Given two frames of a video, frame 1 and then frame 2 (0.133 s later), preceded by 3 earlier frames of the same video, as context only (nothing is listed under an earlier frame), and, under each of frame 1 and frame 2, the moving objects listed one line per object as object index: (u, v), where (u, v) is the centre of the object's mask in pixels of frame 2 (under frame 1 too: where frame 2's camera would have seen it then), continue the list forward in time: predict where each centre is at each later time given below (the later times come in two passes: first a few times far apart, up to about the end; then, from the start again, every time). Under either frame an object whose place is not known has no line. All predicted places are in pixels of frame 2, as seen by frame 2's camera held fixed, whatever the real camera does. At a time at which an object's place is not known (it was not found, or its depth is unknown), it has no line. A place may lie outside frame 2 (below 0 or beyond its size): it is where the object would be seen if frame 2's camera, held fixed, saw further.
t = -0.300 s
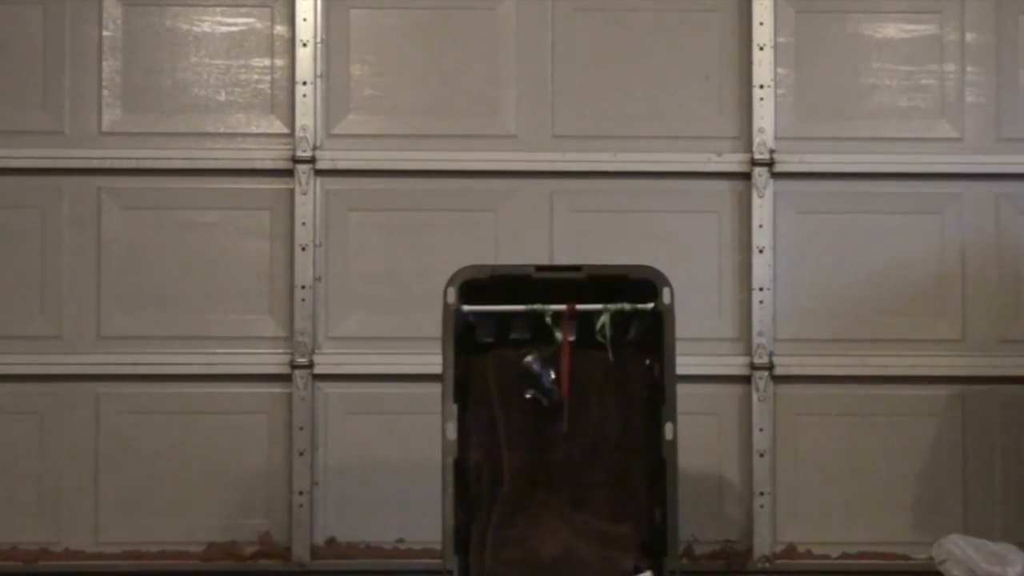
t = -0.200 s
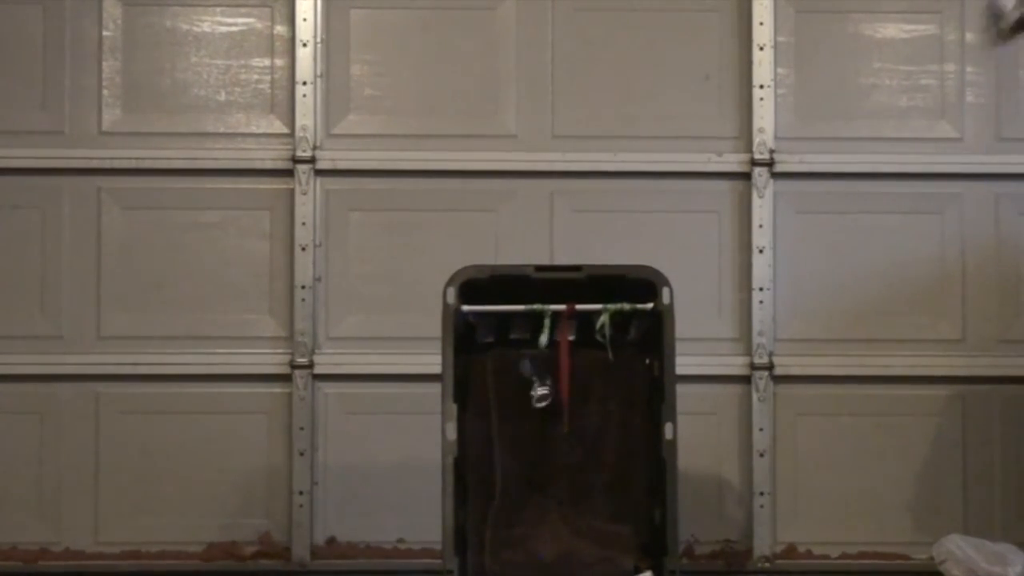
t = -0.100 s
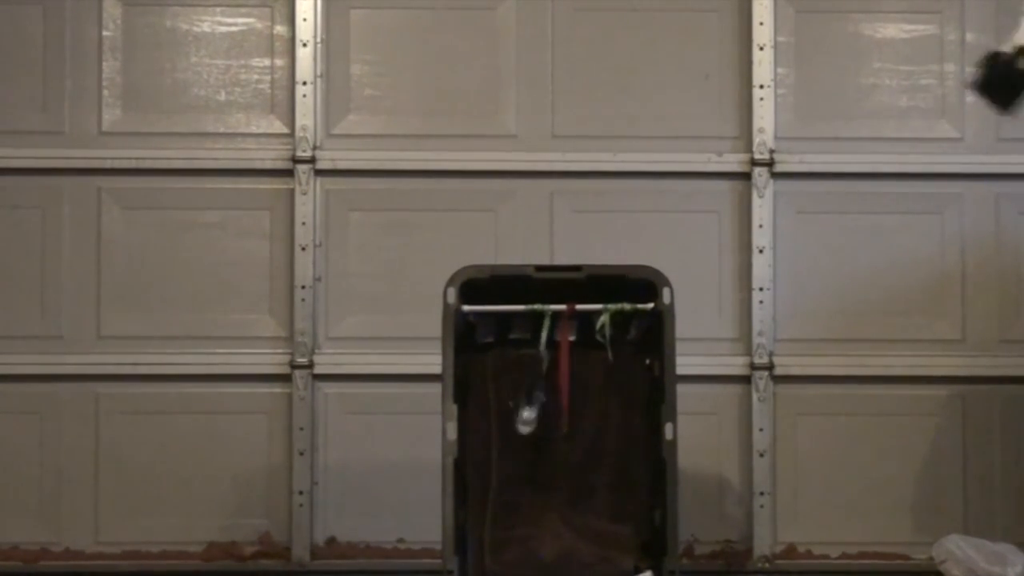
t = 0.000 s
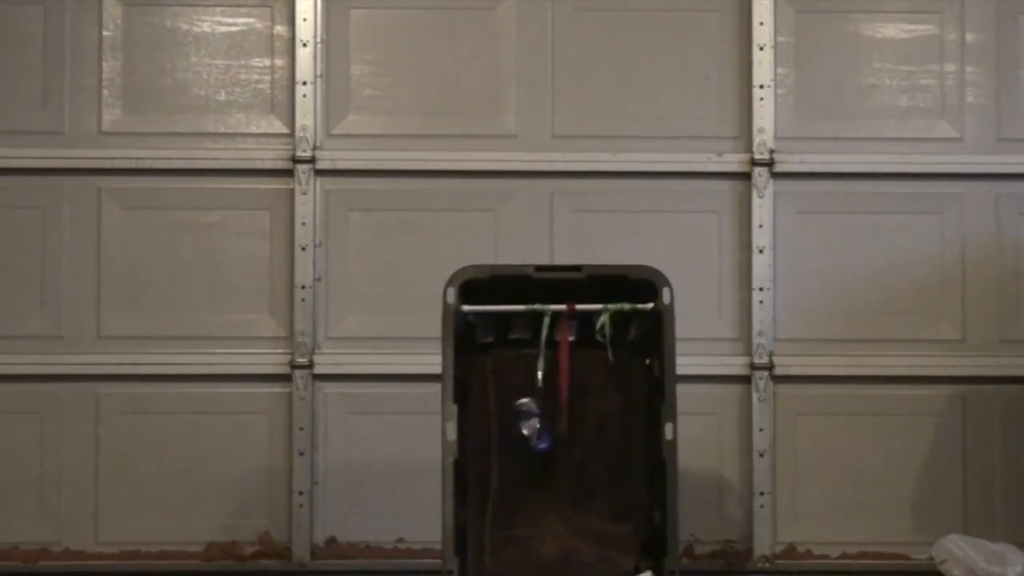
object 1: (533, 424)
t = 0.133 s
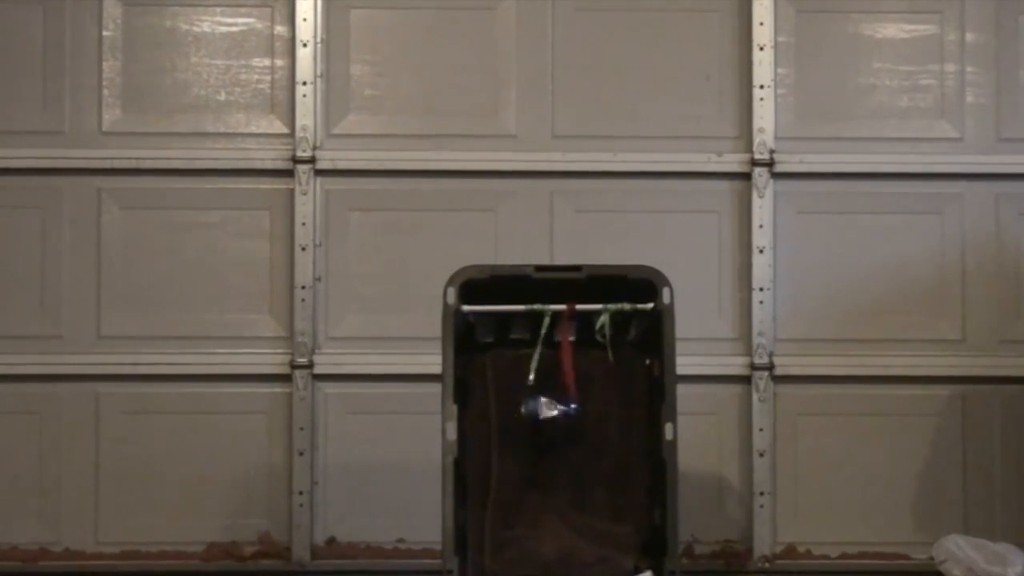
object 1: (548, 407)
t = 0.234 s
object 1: (565, 421)
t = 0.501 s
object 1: (554, 427)
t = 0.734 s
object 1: (547, 426)
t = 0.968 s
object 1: (555, 428)
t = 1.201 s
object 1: (549, 430)
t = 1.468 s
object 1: (541, 431)
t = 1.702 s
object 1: (548, 431)
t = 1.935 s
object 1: (559, 431)
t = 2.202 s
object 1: (544, 432)
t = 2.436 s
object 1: (538, 431)
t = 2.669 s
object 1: (550, 430)
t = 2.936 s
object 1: (552, 431)
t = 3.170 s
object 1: (541, 433)
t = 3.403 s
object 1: (542, 432)
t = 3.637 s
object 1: (550, 431)
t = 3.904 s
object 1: (547, 432)
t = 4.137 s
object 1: (543, 432)
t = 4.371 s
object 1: (546, 432)
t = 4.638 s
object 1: (549, 432)
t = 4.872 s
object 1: (545, 433)
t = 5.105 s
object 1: (544, 433)
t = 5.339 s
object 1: (547, 432)
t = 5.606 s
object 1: (547, 432)
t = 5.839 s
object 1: (544, 432)
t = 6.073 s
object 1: (546, 433)
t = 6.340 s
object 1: (547, 434)
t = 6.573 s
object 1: (545, 432)
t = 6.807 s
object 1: (546, 432)
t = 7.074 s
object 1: (546, 432)
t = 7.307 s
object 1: (545, 432)
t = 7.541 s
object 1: (544, 433)
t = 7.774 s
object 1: (546, 432)
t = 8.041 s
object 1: (545, 432)
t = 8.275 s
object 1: (545, 432)
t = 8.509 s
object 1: (545, 432)
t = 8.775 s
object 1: (546, 432)
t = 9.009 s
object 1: (546, 433)
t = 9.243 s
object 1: (546, 434)
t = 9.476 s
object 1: (546, 434)
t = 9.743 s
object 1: (545, 432)
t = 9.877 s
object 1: (545, 432)
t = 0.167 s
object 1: (553, 408)
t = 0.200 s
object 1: (559, 413)
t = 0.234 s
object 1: (565, 421)
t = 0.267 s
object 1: (568, 428)
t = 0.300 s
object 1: (568, 429)
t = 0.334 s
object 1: (566, 426)
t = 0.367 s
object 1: (565, 422)
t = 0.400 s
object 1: (562, 420)
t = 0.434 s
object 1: (563, 417)
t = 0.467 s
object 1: (559, 424)
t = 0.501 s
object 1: (554, 427)
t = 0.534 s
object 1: (549, 426)
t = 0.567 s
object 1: (544, 424)
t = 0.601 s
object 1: (541, 424)
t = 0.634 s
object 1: (540, 424)
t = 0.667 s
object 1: (541, 427)
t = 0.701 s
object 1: (541, 430)
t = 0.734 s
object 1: (547, 426)
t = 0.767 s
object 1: (551, 426)
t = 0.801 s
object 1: (552, 427)
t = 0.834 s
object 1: (551, 431)
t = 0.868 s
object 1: (553, 433)
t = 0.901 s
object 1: (554, 435)
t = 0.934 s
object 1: (554, 431)
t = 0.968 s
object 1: (555, 428)
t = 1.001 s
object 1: (557, 428)
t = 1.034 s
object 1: (557, 428)
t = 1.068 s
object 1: (556, 427)
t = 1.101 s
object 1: (556, 427)
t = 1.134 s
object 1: (555, 429)
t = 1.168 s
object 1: (550, 430)
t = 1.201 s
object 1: (549, 430)
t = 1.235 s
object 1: (550, 430)
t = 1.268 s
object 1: (547, 433)
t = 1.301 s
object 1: (545, 432)
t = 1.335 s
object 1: (544, 433)
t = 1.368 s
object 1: (543, 433)
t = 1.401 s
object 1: (542, 432)
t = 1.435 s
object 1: (541, 431)
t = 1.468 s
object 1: (541, 431)
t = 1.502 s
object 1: (540, 430)
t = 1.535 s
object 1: (539, 430)
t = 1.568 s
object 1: (540, 430)
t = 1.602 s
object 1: (541, 430)
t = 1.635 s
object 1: (543, 430)
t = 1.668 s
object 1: (546, 431)
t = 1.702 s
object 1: (548, 431)
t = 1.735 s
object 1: (551, 431)
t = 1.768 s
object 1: (553, 431)
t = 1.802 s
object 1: (555, 432)
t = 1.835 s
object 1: (556, 432)
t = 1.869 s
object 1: (558, 432)
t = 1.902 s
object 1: (559, 432)
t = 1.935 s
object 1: (559, 431)
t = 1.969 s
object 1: (558, 432)
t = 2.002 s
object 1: (558, 432)
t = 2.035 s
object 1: (556, 432)
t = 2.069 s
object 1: (554, 432)
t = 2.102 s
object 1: (552, 432)
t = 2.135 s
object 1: (549, 432)
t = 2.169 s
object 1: (547, 432)
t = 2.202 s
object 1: (544, 432)
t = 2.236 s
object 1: (543, 432)
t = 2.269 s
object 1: (541, 432)
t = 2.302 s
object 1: (540, 431)
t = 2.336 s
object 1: (540, 431)
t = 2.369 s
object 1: (538, 431)
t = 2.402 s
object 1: (538, 432)
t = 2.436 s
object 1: (538, 431)
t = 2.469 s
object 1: (540, 431)
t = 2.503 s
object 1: (541, 431)
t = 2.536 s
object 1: (543, 430)
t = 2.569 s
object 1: (545, 429)
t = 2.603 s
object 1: (545, 429)
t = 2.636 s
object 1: (548, 430)
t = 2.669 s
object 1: (550, 430)
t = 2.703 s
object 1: (551, 430)
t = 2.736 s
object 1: (552, 431)
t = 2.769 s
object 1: (553, 431)
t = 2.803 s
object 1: (554, 432)
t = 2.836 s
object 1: (554, 432)
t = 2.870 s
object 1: (554, 431)
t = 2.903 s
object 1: (554, 432)
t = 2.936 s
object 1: (552, 431)
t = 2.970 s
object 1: (551, 432)
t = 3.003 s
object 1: (550, 431)
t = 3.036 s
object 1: (548, 432)
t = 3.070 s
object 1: (546, 431)
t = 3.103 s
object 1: (545, 431)
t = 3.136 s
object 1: (543, 432)
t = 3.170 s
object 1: (541, 433)
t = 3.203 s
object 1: (541, 432)
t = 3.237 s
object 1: (540, 432)
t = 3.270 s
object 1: (540, 432)
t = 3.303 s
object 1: (539, 432)
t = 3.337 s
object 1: (540, 432)
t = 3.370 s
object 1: (541, 432)
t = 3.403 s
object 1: (542, 432)
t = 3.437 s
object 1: (543, 432)
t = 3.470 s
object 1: (544, 431)
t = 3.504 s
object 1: (545, 431)
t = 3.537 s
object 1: (547, 431)
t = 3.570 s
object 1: (548, 431)
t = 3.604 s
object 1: (549, 431)
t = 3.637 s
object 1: (550, 431)
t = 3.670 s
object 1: (550, 431)
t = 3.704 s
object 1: (550, 432)
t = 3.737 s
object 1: (550, 432)
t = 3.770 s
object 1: (550, 432)
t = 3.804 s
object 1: (549, 432)
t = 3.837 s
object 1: (548, 432)
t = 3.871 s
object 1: (547, 432)
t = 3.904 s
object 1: (547, 432)
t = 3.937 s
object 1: (546, 432)
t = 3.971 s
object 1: (544, 431)
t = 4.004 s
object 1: (543, 431)
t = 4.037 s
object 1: (543, 432)
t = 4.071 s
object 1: (543, 432)
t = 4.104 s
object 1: (543, 432)
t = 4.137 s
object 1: (543, 432)
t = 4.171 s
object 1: (543, 433)
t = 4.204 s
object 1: (543, 433)
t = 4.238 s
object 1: (543, 433)
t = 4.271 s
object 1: (543, 433)
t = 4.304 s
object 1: (544, 433)
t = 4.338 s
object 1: (545, 433)
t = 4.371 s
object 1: (546, 432)
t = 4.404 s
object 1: (546, 432)
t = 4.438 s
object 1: (547, 432)
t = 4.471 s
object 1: (548, 433)
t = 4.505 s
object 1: (548, 432)
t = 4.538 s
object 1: (548, 431)
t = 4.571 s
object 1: (549, 431)
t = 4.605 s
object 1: (549, 432)
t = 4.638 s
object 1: (549, 432)
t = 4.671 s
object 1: (549, 432)
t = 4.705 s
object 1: (548, 433)
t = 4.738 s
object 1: (548, 433)
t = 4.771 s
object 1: (547, 433)
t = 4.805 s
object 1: (547, 434)
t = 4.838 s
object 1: (546, 434)
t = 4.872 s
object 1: (545, 433)
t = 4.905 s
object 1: (545, 434)
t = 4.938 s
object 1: (544, 433)
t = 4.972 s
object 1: (544, 434)
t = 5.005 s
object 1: (544, 434)
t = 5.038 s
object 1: (544, 434)
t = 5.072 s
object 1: (545, 434)
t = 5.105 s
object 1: (544, 433)
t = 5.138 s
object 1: (545, 434)
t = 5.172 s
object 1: (545, 434)
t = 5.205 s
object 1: (546, 434)
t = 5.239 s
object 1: (546, 434)
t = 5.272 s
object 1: (547, 433)
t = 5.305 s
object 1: (547, 432)
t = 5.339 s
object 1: (547, 432)
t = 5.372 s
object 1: (548, 432)
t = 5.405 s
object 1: (548, 432)
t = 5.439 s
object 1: (547, 432)
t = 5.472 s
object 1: (547, 432)
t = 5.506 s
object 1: (547, 431)
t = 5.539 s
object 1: (547, 431)
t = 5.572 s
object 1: (547, 432)
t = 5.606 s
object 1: (547, 432)
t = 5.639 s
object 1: (546, 432)
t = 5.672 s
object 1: (546, 432)
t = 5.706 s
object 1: (545, 432)
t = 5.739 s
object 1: (544, 432)
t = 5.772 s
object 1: (544, 432)
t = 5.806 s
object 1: (544, 432)
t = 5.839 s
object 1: (544, 432)
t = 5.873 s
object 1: (544, 432)
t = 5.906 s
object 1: (544, 432)
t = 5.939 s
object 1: (544, 432)
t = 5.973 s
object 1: (545, 432)
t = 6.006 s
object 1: (545, 432)
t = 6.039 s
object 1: (546, 432)
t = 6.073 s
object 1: (546, 433)
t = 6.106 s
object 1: (546, 433)
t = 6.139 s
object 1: (547, 433)
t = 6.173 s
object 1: (547, 433)
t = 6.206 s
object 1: (547, 433)
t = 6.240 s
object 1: (547, 433)
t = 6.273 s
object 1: (547, 433)
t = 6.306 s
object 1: (547, 434)
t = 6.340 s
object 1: (547, 434)
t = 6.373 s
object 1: (547, 434)
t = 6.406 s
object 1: (546, 433)
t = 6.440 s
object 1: (546, 433)
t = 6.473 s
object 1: (546, 433)
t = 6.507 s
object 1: (545, 432)
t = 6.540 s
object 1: (545, 432)
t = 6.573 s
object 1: (545, 432)
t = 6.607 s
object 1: (544, 432)
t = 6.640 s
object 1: (544, 432)
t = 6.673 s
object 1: (545, 432)
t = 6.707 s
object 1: (545, 432)
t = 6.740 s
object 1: (545, 432)
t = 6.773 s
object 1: (545, 432)
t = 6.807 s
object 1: (546, 432)
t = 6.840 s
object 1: (546, 433)
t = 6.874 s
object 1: (546, 432)
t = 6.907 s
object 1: (547, 432)
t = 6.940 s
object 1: (547, 433)
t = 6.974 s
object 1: (547, 432)
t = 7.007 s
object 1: (548, 433)
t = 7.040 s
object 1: (546, 432)
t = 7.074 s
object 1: (546, 432)
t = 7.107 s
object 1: (546, 432)
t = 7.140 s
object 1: (546, 432)
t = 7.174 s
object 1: (546, 432)
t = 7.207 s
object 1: (546, 432)
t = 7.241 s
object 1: (547, 433)
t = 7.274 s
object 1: (547, 433)
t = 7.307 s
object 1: (545, 432)
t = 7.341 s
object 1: (545, 432)
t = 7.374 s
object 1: (545, 433)
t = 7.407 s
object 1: (545, 432)
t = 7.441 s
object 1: (545, 432)
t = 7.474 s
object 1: (545, 433)
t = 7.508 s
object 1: (544, 432)
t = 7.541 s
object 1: (544, 433)
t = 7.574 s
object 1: (545, 432)
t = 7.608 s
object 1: (545, 432)
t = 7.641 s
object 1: (545, 433)
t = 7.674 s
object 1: (545, 433)
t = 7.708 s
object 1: (545, 432)
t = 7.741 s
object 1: (545, 432)
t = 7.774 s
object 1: (546, 432)
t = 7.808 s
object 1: (546, 433)
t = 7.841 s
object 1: (546, 433)
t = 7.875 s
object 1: (546, 433)
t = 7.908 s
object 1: (546, 432)
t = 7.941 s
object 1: (545, 432)
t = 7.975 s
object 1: (546, 432)
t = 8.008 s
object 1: (546, 432)
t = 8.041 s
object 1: (545, 432)
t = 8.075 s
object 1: (545, 432)
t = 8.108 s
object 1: (545, 432)
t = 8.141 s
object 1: (545, 432)
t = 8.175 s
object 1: (545, 432)
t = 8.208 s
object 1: (545, 432)
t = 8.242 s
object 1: (545, 432)
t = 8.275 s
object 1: (545, 432)
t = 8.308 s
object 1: (545, 432)
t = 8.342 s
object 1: (545, 432)
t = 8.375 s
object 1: (544, 432)
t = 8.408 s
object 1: (544, 432)
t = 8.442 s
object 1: (545, 432)
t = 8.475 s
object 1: (545, 432)
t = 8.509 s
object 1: (545, 432)
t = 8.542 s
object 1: (545, 432)
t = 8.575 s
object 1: (545, 432)
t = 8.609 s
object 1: (545, 432)
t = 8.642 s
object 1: (546, 432)
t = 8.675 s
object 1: (546, 432)
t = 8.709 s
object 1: (545, 432)
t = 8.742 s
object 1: (546, 432)
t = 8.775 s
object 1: (546, 432)
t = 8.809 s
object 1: (546, 432)
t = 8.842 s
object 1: (546, 432)
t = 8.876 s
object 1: (546, 432)
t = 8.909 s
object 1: (546, 432)
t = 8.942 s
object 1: (546, 432)
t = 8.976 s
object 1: (546, 432)
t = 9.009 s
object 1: (546, 433)
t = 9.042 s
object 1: (545, 432)
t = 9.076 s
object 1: (546, 432)
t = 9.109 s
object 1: (546, 432)
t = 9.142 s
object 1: (546, 433)
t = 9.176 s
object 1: (547, 433)
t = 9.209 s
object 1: (546, 434)
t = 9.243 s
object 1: (546, 434)
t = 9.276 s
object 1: (547, 434)
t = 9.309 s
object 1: (546, 434)
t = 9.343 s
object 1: (546, 434)
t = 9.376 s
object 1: (546, 434)
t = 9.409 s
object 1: (546, 434)
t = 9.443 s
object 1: (546, 434)
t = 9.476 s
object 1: (546, 434)
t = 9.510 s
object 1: (546, 433)
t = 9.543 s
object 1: (546, 433)
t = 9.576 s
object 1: (546, 433)
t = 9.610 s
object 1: (546, 433)
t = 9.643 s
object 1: (546, 433)
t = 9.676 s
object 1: (546, 433)
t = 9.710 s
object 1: (546, 433)
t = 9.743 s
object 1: (545, 432)
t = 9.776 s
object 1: (546, 433)
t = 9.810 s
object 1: (545, 432)
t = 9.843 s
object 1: (545, 433)
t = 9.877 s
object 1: (545, 432)
